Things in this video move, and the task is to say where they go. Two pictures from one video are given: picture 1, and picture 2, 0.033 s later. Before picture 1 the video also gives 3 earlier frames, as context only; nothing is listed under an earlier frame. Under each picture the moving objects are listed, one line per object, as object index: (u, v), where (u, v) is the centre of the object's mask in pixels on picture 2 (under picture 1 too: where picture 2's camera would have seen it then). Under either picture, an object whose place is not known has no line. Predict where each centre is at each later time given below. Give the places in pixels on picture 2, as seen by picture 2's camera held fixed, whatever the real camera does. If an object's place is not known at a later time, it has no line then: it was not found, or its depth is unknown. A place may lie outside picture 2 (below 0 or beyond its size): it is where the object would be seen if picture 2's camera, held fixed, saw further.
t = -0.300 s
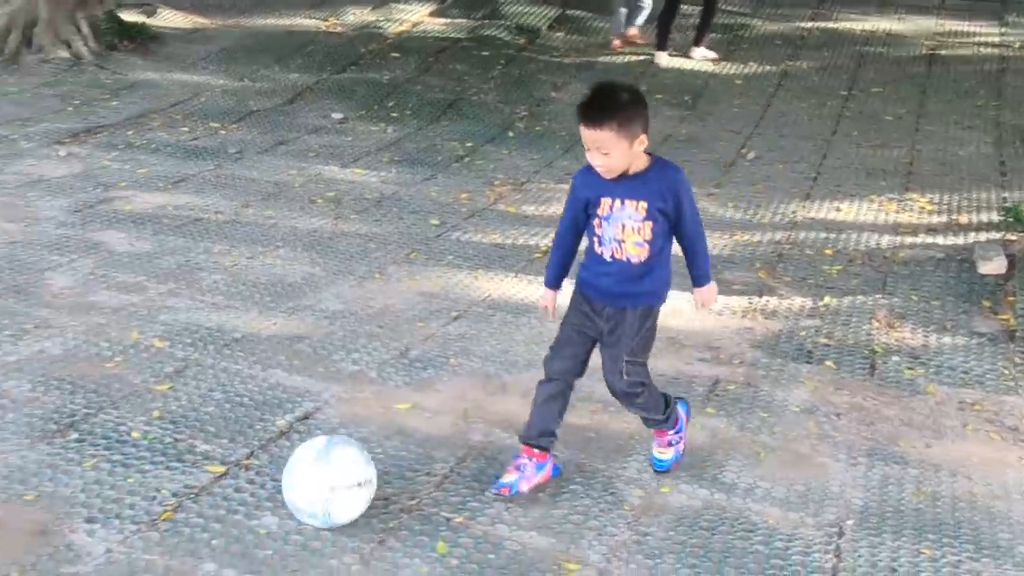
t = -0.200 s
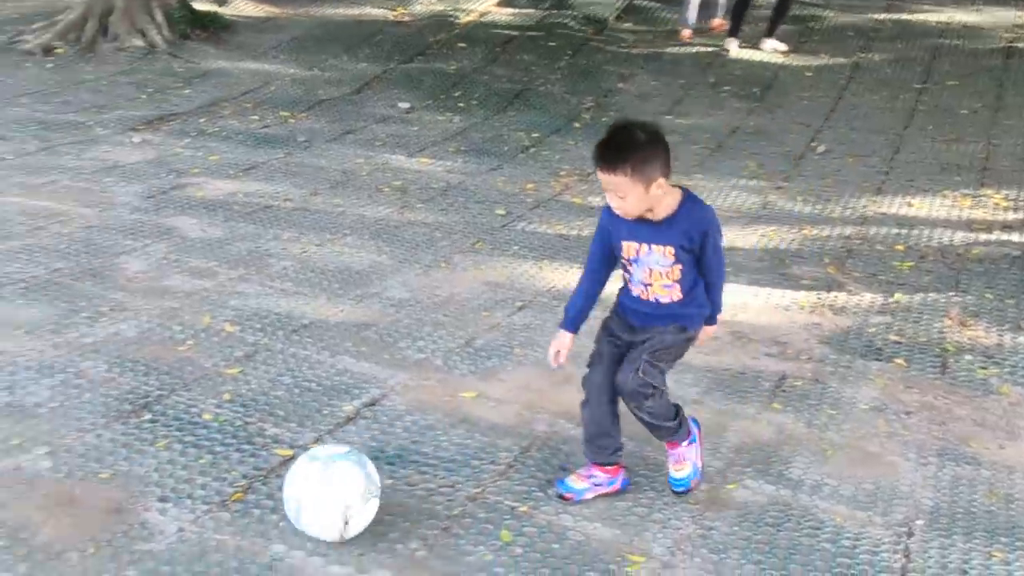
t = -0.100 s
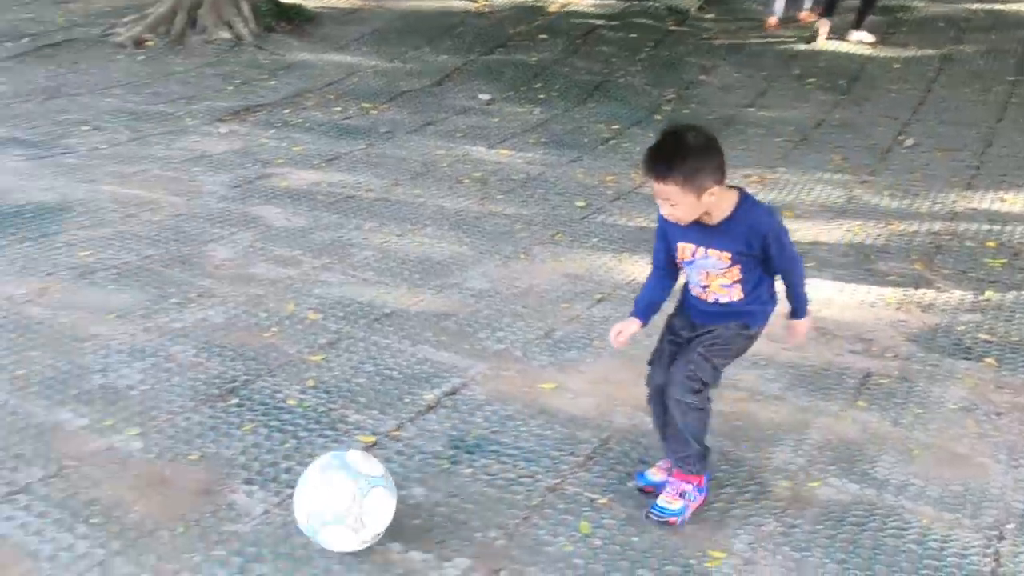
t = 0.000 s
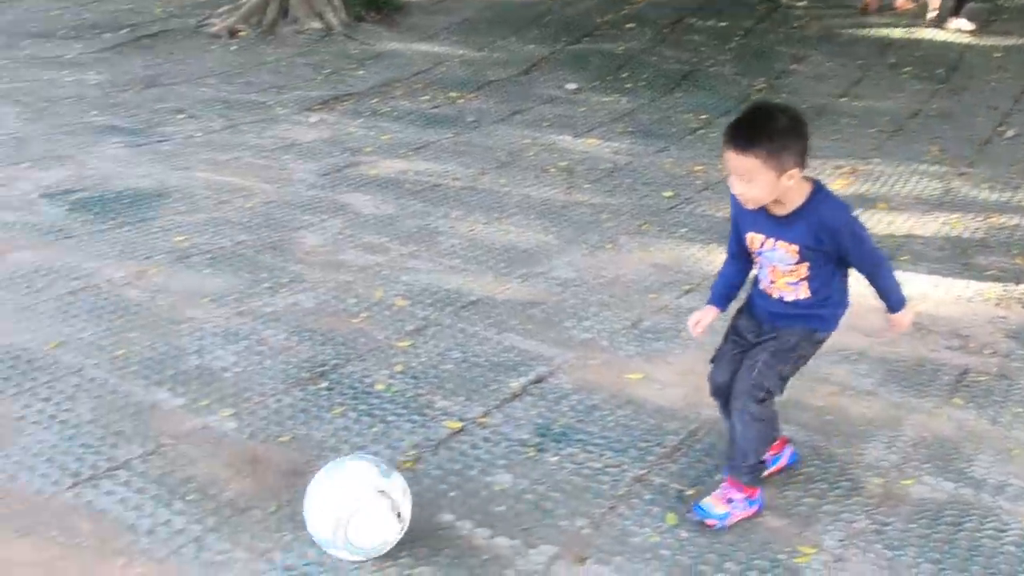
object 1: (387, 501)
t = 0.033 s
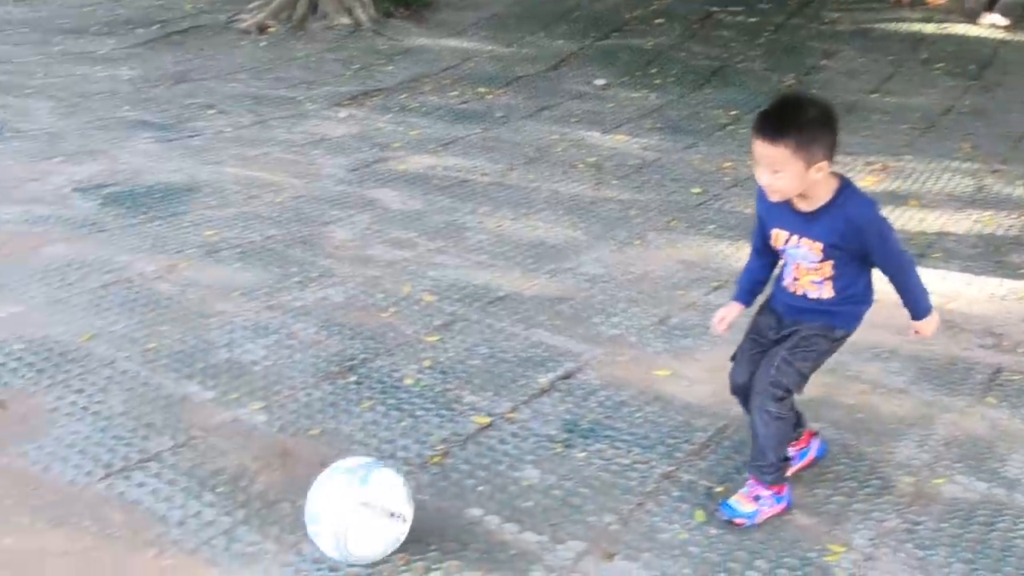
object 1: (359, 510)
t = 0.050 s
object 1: (345, 515)
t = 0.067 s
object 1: (330, 521)
